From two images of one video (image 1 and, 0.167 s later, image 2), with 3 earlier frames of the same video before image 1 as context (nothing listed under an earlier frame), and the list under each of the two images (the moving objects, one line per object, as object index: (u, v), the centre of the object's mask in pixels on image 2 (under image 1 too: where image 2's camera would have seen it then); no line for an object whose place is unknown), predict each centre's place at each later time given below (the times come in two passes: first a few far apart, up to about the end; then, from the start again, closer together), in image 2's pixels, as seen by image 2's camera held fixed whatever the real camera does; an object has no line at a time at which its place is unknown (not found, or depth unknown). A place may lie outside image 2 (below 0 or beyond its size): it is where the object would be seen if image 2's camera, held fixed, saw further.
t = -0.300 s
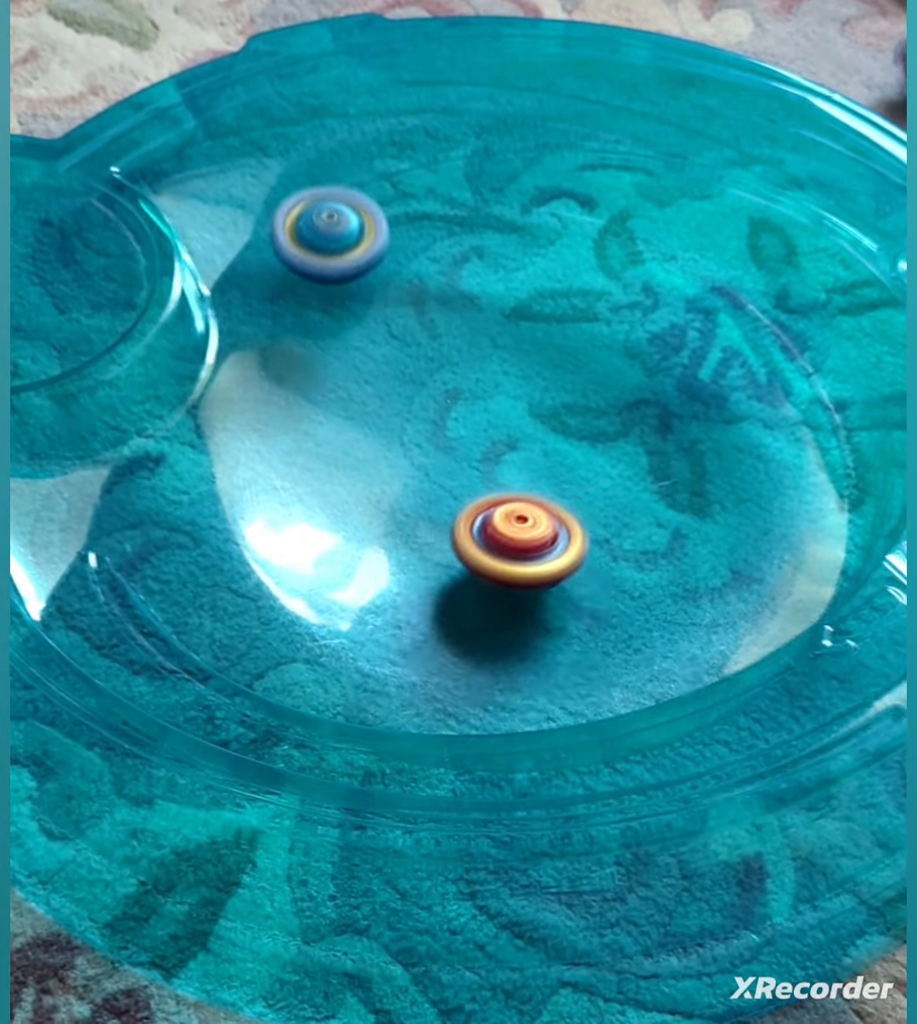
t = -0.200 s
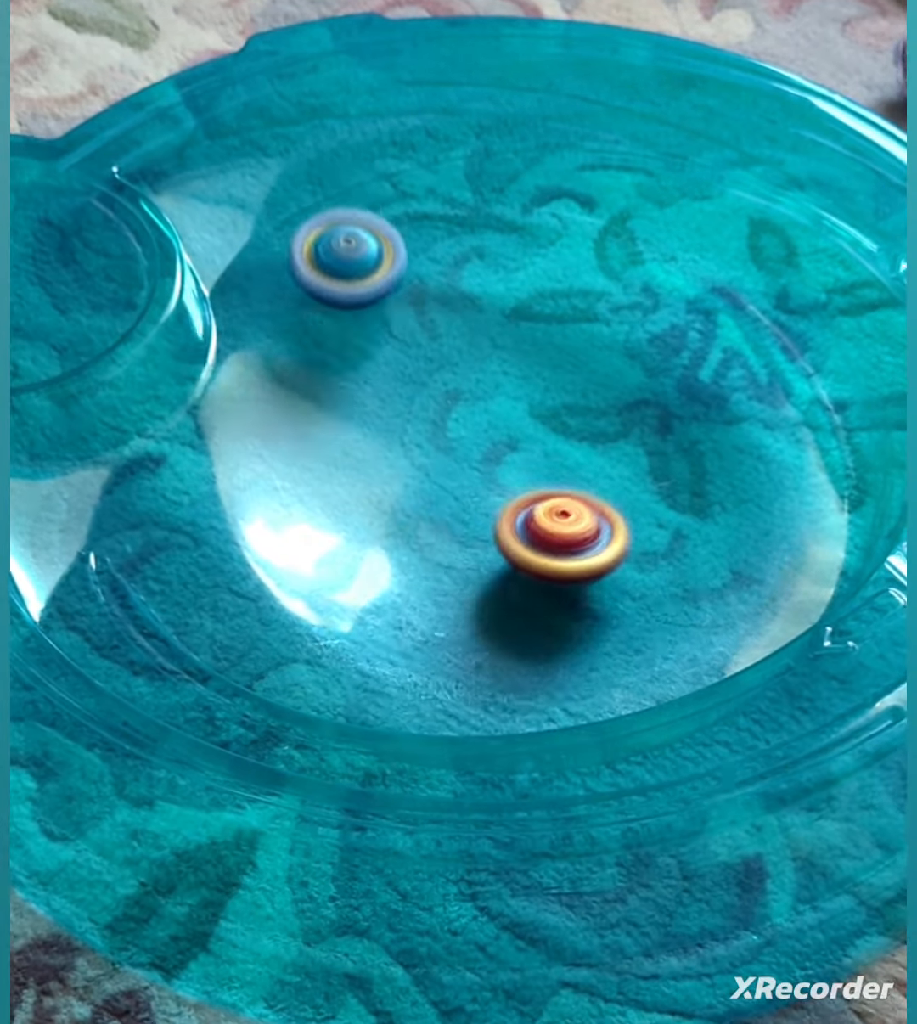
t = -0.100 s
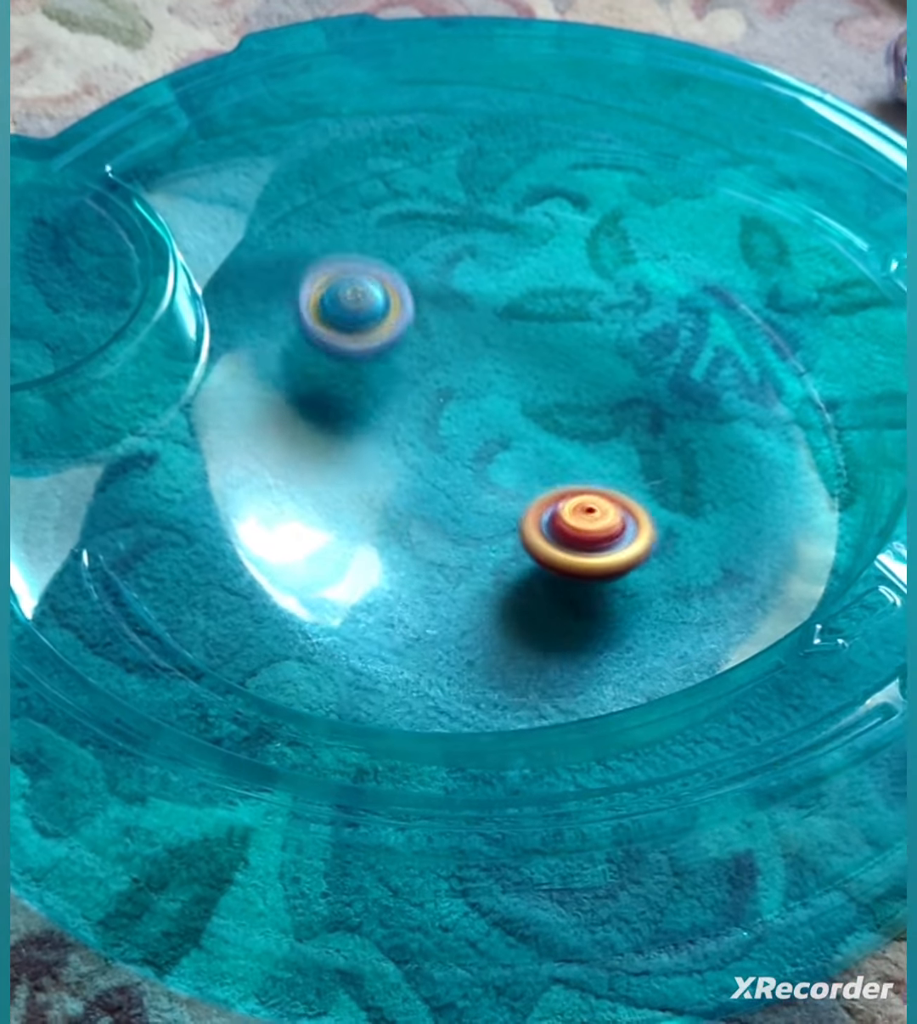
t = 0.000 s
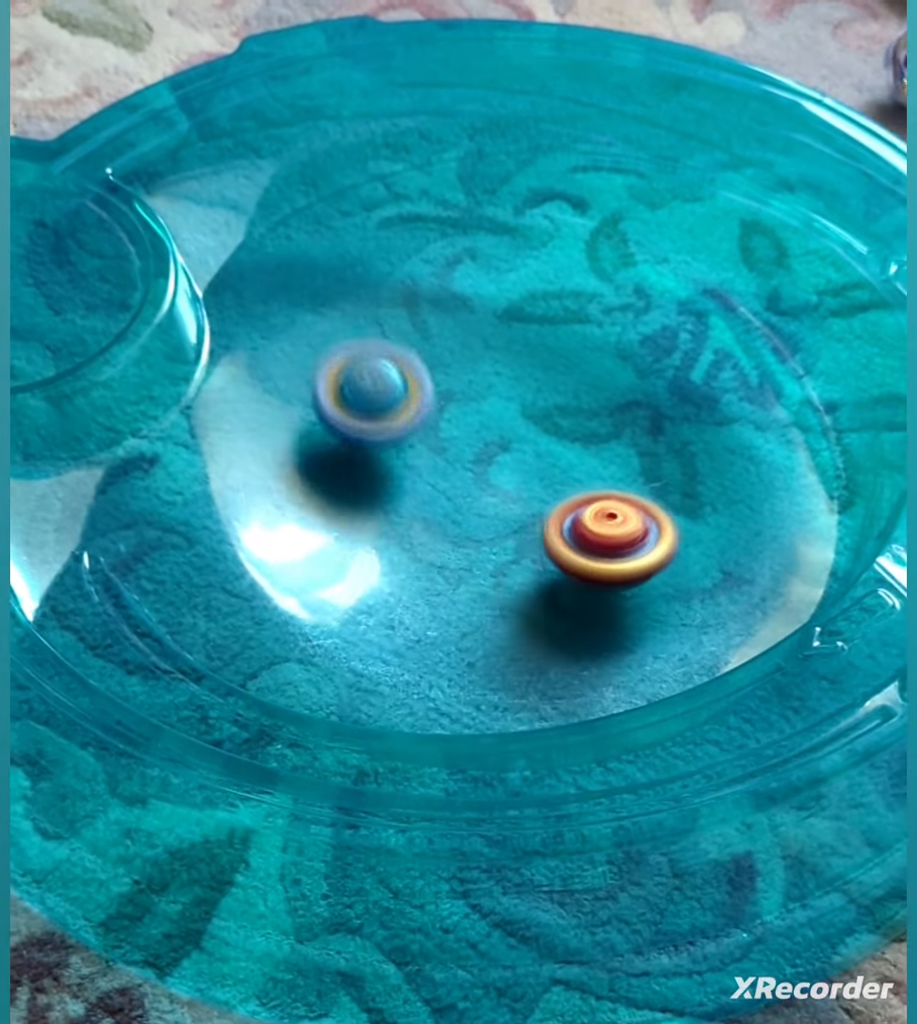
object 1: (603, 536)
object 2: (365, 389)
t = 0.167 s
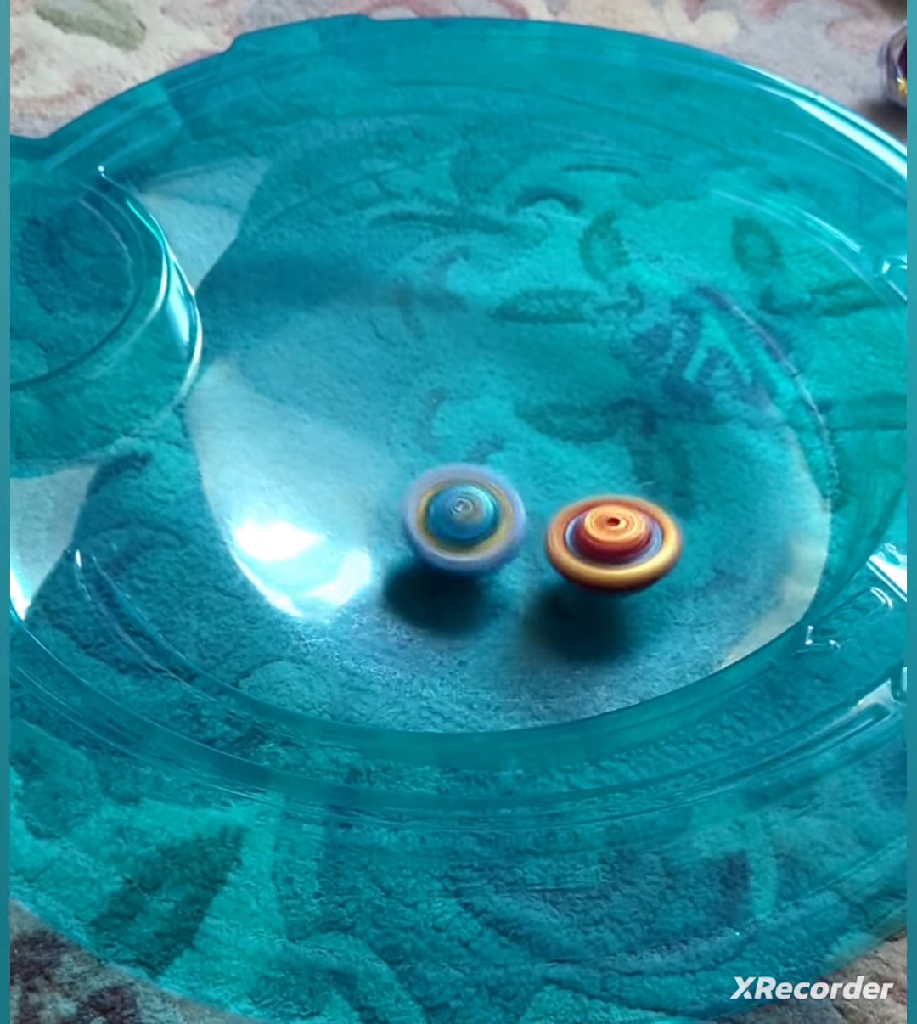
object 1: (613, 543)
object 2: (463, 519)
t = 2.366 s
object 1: (436, 224)
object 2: (464, 527)
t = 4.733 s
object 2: (345, 486)
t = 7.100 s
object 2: (561, 423)
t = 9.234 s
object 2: (442, 466)
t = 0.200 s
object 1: (625, 542)
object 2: (475, 530)
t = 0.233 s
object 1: (659, 541)
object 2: (463, 539)
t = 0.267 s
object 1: (684, 539)
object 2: (457, 544)
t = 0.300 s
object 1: (704, 538)
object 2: (454, 550)
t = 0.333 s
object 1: (720, 538)
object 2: (457, 553)
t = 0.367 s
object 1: (733, 536)
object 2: (464, 558)
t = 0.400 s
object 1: (746, 534)
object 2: (474, 559)
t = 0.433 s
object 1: (757, 530)
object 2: (491, 561)
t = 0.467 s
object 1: (768, 526)
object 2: (508, 561)
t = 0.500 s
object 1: (779, 520)
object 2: (531, 558)
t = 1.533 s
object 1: (675, 300)
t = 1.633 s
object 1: (650, 294)
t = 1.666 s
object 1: (641, 292)
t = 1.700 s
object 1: (633, 293)
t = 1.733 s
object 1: (625, 293)
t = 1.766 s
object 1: (618, 295)
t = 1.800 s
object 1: (610, 298)
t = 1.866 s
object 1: (597, 295)
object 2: (601, 404)
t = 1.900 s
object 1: (587, 274)
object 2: (587, 414)
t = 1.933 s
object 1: (578, 258)
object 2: (573, 422)
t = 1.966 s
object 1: (568, 246)
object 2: (559, 428)
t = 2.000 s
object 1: (559, 237)
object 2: (539, 431)
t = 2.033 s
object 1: (549, 228)
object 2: (520, 433)
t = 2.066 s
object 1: (539, 220)
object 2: (499, 437)
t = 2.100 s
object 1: (528, 222)
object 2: (483, 442)
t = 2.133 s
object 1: (517, 224)
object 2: (471, 449)
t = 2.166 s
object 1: (505, 225)
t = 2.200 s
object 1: (494, 225)
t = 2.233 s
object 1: (482, 225)
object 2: (450, 479)
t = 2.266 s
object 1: (471, 225)
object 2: (447, 492)
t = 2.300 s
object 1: (459, 225)
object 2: (448, 505)
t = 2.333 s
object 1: (448, 224)
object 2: (454, 517)
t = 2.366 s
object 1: (436, 224)
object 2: (464, 527)
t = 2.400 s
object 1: (424, 223)
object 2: (478, 532)
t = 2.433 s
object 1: (412, 223)
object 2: (496, 536)
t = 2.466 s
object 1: (399, 223)
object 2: (514, 535)
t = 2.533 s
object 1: (373, 225)
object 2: (549, 519)
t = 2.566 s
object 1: (359, 227)
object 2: (561, 507)
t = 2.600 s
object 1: (345, 229)
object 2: (568, 489)
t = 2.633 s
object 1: (331, 231)
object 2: (569, 472)
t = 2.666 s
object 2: (563, 454)
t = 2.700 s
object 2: (554, 435)
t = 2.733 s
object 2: (538, 420)
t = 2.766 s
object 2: (517, 407)
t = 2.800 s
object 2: (496, 397)
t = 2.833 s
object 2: (472, 392)
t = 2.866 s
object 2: (446, 390)
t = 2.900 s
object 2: (422, 391)
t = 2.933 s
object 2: (398, 397)
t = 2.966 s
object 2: (377, 407)
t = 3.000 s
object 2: (361, 419)
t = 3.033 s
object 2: (349, 434)
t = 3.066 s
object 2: (342, 453)
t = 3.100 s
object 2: (341, 472)
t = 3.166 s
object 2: (358, 512)
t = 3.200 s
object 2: (376, 530)
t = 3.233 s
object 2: (398, 543)
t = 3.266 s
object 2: (424, 553)
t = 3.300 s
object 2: (453, 559)
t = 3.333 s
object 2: (479, 558)
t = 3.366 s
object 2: (507, 552)
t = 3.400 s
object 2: (531, 542)
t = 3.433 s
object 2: (551, 530)
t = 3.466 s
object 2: (569, 513)
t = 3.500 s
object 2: (582, 497)
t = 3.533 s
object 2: (591, 478)
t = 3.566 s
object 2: (594, 456)
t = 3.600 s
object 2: (595, 436)
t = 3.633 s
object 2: (637, 425)
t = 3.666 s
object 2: (677, 414)
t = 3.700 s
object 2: (708, 402)
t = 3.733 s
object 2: (738, 390)
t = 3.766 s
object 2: (759, 383)
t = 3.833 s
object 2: (766, 369)
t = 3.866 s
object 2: (763, 362)
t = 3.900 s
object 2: (759, 357)
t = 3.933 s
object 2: (754, 351)
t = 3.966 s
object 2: (746, 345)
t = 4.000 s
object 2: (737, 339)
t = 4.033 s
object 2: (727, 334)
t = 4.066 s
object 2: (716, 332)
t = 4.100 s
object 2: (701, 330)
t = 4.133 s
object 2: (681, 329)
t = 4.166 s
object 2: (661, 326)
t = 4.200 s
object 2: (635, 327)
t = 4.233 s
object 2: (609, 327)
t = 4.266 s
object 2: (582, 331)
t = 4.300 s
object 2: (553, 336)
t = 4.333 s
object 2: (527, 344)
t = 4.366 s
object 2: (501, 354)
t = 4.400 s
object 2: (479, 366)
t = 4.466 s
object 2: (438, 395)
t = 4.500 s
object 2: (421, 411)
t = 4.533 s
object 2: (407, 428)
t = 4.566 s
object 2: (396, 445)
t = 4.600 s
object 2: (385, 461)
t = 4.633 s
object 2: (371, 464)
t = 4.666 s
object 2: (359, 470)
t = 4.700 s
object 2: (351, 478)
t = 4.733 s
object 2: (345, 486)
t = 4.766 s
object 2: (340, 498)
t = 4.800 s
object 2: (338, 514)
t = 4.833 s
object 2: (338, 527)
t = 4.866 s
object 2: (342, 542)
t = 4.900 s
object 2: (350, 557)
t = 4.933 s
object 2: (351, 569)
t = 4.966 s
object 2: (344, 581)
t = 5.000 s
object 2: (343, 593)
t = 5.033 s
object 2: (349, 601)
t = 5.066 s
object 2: (359, 610)
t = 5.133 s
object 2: (386, 622)
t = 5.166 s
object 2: (404, 622)
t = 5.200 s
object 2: (423, 618)
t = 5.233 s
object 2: (444, 609)
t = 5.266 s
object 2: (465, 597)
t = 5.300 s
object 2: (480, 583)
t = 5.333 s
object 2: (490, 567)
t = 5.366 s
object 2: (487, 551)
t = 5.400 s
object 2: (470, 537)
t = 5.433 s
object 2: (455, 521)
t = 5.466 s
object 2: (439, 507)
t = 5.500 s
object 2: (422, 493)
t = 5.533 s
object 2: (407, 480)
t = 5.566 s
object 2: (390, 467)
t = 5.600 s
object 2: (372, 455)
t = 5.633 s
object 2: (358, 445)
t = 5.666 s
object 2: (346, 438)
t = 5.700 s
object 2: (333, 433)
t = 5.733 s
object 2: (322, 429)
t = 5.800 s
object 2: (303, 426)
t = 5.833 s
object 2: (296, 428)
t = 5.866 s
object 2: (290, 430)
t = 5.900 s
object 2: (287, 435)
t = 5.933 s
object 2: (287, 442)
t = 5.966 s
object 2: (293, 452)
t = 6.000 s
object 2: (306, 462)
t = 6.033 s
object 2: (324, 470)
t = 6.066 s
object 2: (347, 475)
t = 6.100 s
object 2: (373, 476)
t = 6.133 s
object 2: (398, 474)
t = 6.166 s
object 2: (421, 470)
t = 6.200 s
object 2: (442, 463)
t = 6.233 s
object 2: (462, 454)
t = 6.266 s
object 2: (479, 444)
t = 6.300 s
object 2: (493, 430)
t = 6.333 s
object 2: (506, 415)
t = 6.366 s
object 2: (517, 400)
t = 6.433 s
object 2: (514, 381)
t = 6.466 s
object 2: (492, 386)
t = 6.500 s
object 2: (473, 390)
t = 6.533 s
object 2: (456, 394)
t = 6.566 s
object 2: (440, 397)
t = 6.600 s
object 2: (427, 401)
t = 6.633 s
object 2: (418, 407)
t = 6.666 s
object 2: (414, 415)
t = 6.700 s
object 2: (413, 425)
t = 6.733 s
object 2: (418, 435)
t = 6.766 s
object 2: (426, 443)
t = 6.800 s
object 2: (437, 449)
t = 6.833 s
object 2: (452, 453)
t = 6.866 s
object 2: (468, 456)
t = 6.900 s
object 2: (485, 457)
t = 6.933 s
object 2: (503, 457)
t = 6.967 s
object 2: (521, 455)
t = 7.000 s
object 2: (537, 450)
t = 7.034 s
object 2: (549, 443)
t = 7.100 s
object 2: (561, 423)
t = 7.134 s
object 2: (561, 412)
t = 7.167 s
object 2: (565, 408)
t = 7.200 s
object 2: (576, 413)
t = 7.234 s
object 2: (584, 418)
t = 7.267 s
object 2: (590, 422)
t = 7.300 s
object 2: (596, 425)
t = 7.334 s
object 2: (601, 427)
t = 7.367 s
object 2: (606, 428)
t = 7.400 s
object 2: (608, 428)
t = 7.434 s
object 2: (610, 428)
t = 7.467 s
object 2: (610, 429)
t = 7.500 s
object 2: (608, 428)
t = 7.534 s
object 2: (605, 429)
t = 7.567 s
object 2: (600, 431)
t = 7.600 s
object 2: (594, 433)
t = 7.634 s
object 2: (585, 437)
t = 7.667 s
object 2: (577, 442)
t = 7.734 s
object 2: (558, 454)
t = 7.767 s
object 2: (549, 462)
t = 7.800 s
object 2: (542, 471)
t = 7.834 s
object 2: (536, 480)
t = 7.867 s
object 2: (532, 490)
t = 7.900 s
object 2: (528, 501)
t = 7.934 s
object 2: (526, 511)
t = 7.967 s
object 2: (526, 521)
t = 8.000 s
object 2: (527, 529)
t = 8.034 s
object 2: (531, 537)
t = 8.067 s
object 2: (536, 542)
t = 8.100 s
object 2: (542, 544)
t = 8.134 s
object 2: (548, 544)
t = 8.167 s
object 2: (552, 540)
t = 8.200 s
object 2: (555, 534)
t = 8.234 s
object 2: (554, 527)
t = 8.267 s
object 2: (551, 519)
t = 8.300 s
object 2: (544, 511)
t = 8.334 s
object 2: (533, 503)
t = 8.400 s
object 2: (522, 479)
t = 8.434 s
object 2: (510, 467)
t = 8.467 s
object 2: (499, 458)
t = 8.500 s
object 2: (486, 450)
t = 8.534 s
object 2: (473, 444)
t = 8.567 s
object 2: (457, 438)
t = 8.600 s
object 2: (442, 433)
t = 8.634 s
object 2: (425, 430)
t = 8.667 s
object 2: (410, 429)
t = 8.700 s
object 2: (396, 431)
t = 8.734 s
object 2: (384, 437)
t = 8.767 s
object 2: (375, 445)
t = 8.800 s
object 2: (368, 454)
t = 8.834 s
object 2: (366, 465)
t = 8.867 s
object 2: (368, 477)
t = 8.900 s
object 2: (375, 489)
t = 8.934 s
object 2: (386, 497)
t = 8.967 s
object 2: (401, 505)
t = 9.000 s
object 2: (412, 508)
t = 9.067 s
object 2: (424, 501)
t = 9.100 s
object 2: (430, 496)
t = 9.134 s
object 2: (435, 489)
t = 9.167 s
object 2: (438, 483)
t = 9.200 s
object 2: (440, 475)
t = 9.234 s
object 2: (442, 466)
